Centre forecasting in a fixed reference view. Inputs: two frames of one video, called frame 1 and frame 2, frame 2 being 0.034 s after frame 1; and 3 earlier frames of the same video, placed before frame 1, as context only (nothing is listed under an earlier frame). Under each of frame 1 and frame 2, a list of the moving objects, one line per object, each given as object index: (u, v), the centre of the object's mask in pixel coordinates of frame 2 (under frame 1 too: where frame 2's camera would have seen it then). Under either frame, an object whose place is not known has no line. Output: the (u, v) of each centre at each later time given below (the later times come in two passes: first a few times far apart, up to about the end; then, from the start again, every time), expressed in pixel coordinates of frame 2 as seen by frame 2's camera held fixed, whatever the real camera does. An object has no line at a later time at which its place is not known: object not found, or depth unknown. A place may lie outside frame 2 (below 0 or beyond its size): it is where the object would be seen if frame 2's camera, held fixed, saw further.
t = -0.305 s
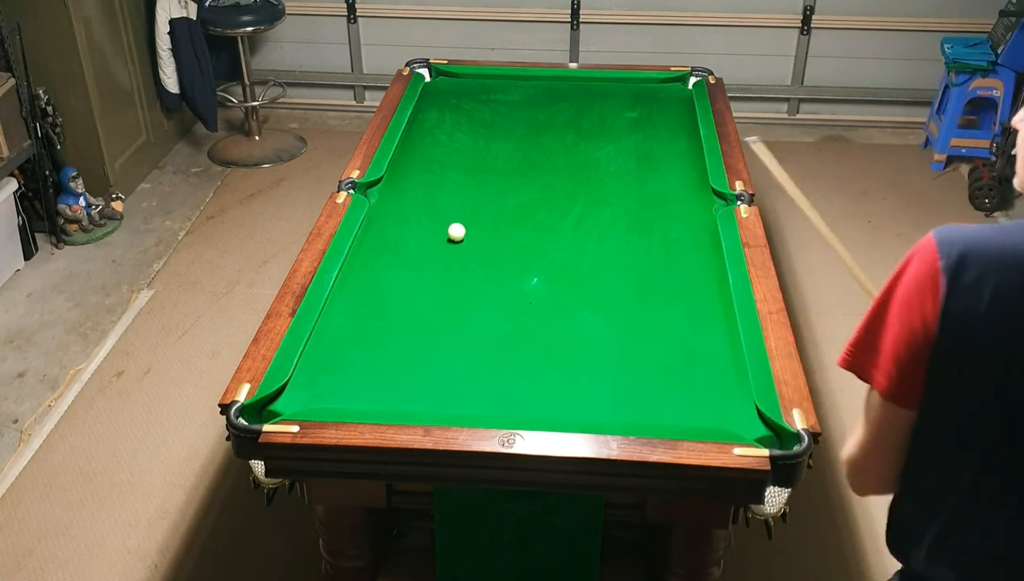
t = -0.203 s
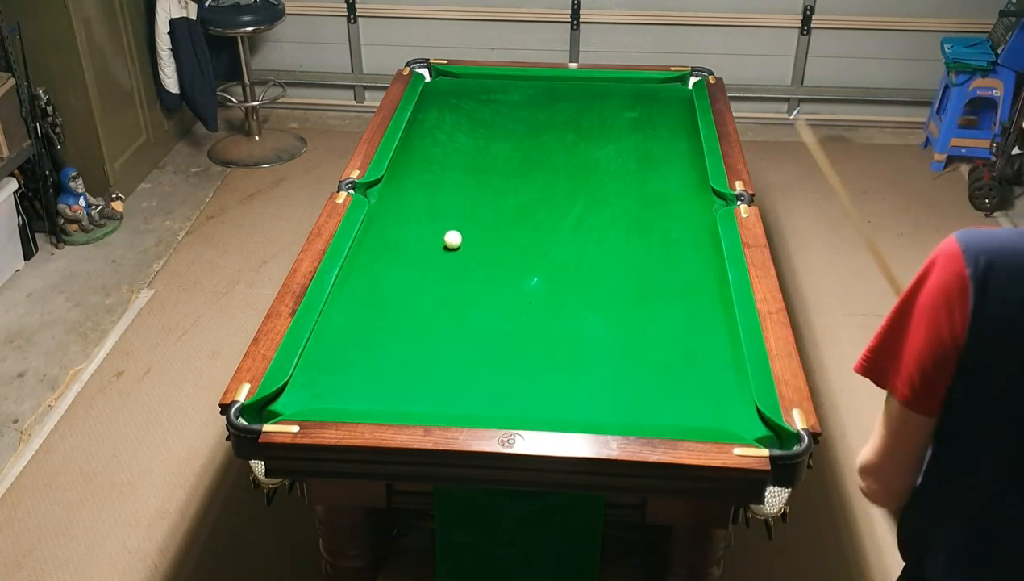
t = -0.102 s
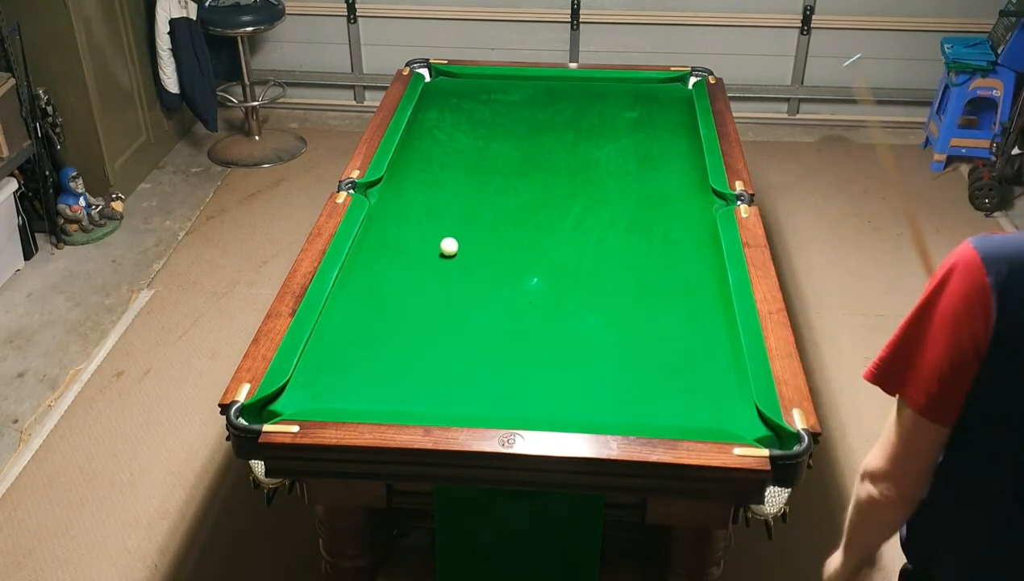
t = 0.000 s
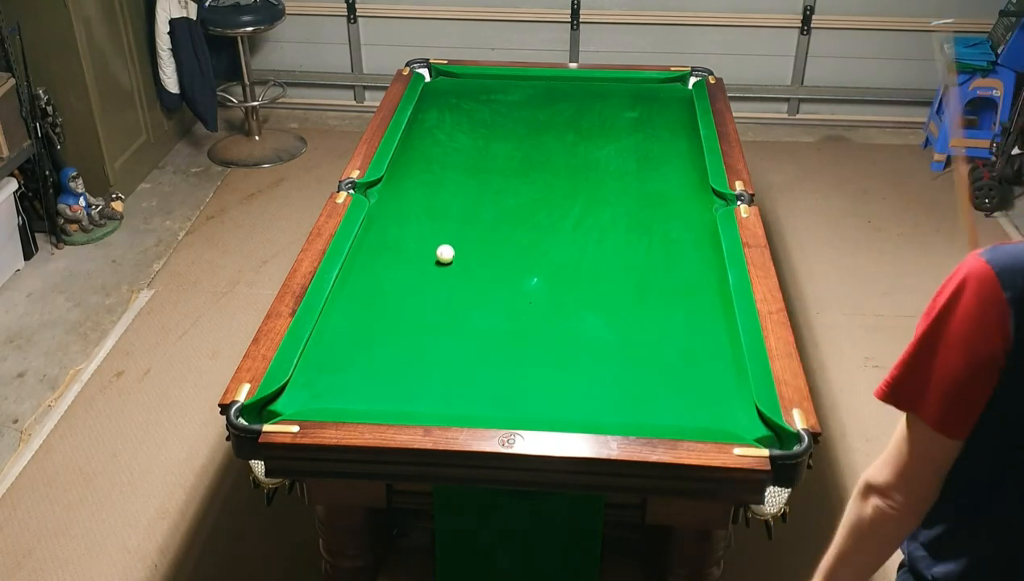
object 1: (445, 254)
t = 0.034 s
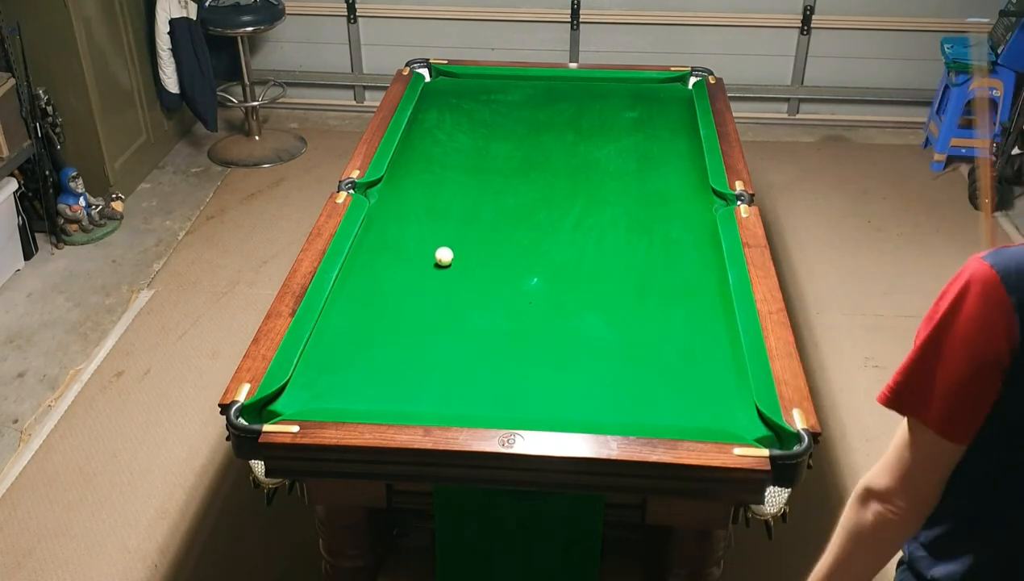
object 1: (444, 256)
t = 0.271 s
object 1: (435, 273)
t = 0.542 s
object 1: (425, 292)
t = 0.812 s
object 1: (414, 311)
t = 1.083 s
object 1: (404, 329)
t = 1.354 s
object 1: (395, 347)
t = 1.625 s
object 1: (386, 364)
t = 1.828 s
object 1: (377, 380)
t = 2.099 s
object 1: (369, 395)
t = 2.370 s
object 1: (364, 399)
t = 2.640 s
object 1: (364, 395)
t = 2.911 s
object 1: (365, 390)
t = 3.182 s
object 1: (365, 388)
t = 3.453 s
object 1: (365, 388)
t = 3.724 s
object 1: (365, 389)
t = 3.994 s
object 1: (365, 389)
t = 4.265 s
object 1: (365, 389)
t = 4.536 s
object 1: (365, 389)
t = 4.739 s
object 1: (365, 389)
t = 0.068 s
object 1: (442, 259)
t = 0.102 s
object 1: (441, 261)
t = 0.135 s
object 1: (440, 264)
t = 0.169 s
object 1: (439, 266)
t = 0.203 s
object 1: (437, 268)
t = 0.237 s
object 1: (436, 271)
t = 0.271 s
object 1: (435, 273)
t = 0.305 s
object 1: (434, 276)
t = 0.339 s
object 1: (432, 278)
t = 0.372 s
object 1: (431, 280)
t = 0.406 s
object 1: (430, 283)
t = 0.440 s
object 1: (428, 285)
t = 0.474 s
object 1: (427, 288)
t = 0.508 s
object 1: (426, 290)
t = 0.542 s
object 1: (425, 292)
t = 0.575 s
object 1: (423, 295)
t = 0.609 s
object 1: (422, 297)
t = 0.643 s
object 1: (421, 300)
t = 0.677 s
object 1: (420, 302)
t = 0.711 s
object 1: (418, 304)
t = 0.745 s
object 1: (417, 306)
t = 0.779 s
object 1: (416, 309)
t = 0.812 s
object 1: (414, 311)
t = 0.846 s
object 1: (413, 313)
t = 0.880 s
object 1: (412, 316)
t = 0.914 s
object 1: (411, 318)
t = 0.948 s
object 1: (409, 320)
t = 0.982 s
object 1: (408, 323)
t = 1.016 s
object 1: (407, 325)
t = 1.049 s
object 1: (406, 327)
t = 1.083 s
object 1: (404, 329)
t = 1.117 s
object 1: (403, 332)
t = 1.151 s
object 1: (402, 334)
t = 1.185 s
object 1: (401, 336)
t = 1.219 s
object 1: (400, 338)
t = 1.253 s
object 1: (399, 340)
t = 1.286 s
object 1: (397, 342)
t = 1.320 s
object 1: (396, 345)
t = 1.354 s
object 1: (395, 347)
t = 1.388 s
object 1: (394, 349)
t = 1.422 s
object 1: (393, 351)
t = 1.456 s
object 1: (392, 353)
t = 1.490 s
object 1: (390, 355)
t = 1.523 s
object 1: (389, 357)
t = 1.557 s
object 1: (388, 360)
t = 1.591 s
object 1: (387, 362)
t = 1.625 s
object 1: (386, 364)
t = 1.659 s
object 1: (385, 366)
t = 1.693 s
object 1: (384, 368)
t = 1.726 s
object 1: (381, 372)
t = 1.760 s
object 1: (379, 376)
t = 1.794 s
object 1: (378, 378)
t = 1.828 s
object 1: (377, 380)
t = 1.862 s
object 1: (376, 382)
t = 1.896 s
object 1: (375, 384)
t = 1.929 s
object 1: (374, 386)
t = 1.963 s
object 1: (373, 388)
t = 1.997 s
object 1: (372, 390)
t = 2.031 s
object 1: (371, 391)
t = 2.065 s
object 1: (370, 393)
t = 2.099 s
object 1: (369, 395)
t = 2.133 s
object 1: (368, 396)
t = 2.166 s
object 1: (367, 397)
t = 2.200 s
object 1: (366, 398)
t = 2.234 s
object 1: (365, 399)
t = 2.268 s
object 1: (365, 400)
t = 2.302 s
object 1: (364, 401)
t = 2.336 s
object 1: (364, 400)
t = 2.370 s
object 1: (364, 399)
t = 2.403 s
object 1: (364, 399)
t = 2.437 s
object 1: (364, 398)
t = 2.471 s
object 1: (364, 398)
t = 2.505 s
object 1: (364, 397)
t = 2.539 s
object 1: (364, 396)
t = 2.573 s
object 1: (364, 396)
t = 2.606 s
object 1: (364, 395)
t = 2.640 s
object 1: (364, 395)
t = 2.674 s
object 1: (364, 394)
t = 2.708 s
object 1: (365, 394)
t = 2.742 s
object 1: (365, 393)
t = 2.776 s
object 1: (365, 392)
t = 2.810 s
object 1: (365, 391)
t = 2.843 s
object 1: (365, 391)
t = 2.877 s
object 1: (365, 390)
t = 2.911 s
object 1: (365, 390)
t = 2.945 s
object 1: (365, 389)
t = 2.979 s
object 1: (365, 389)
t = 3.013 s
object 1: (365, 389)
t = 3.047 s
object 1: (365, 389)
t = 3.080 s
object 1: (365, 388)
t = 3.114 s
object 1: (365, 388)
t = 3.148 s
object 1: (365, 388)
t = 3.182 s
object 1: (365, 388)
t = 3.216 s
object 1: (365, 388)
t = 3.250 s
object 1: (365, 388)
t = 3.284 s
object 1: (365, 388)
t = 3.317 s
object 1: (364, 388)
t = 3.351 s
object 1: (365, 388)
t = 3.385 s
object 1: (365, 388)
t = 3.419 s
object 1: (365, 388)
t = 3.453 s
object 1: (365, 388)
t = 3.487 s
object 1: (365, 388)
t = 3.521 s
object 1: (365, 388)
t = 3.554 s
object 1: (365, 389)
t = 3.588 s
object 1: (365, 389)
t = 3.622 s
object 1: (365, 389)
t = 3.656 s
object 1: (365, 389)
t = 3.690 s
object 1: (365, 389)
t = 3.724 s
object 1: (365, 389)
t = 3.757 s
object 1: (365, 389)
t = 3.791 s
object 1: (365, 389)
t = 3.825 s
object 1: (365, 389)
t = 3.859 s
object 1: (365, 389)
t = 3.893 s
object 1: (365, 389)
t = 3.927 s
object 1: (365, 389)
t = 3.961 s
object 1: (365, 389)
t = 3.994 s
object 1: (365, 389)
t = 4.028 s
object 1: (365, 389)
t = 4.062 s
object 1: (365, 389)
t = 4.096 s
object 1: (365, 389)
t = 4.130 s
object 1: (365, 389)
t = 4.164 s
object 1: (365, 389)
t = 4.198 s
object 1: (365, 389)
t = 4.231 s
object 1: (365, 389)
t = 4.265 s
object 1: (365, 389)
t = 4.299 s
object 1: (365, 389)
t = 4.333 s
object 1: (365, 389)
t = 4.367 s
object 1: (365, 389)
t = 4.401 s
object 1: (365, 389)
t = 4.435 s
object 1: (365, 389)
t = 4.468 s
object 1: (365, 389)
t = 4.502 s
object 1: (365, 389)
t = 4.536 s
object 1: (365, 389)
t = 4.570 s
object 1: (365, 389)
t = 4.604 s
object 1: (365, 389)
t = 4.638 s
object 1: (365, 389)
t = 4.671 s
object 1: (365, 389)
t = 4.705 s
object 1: (365, 389)
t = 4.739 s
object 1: (365, 389)
